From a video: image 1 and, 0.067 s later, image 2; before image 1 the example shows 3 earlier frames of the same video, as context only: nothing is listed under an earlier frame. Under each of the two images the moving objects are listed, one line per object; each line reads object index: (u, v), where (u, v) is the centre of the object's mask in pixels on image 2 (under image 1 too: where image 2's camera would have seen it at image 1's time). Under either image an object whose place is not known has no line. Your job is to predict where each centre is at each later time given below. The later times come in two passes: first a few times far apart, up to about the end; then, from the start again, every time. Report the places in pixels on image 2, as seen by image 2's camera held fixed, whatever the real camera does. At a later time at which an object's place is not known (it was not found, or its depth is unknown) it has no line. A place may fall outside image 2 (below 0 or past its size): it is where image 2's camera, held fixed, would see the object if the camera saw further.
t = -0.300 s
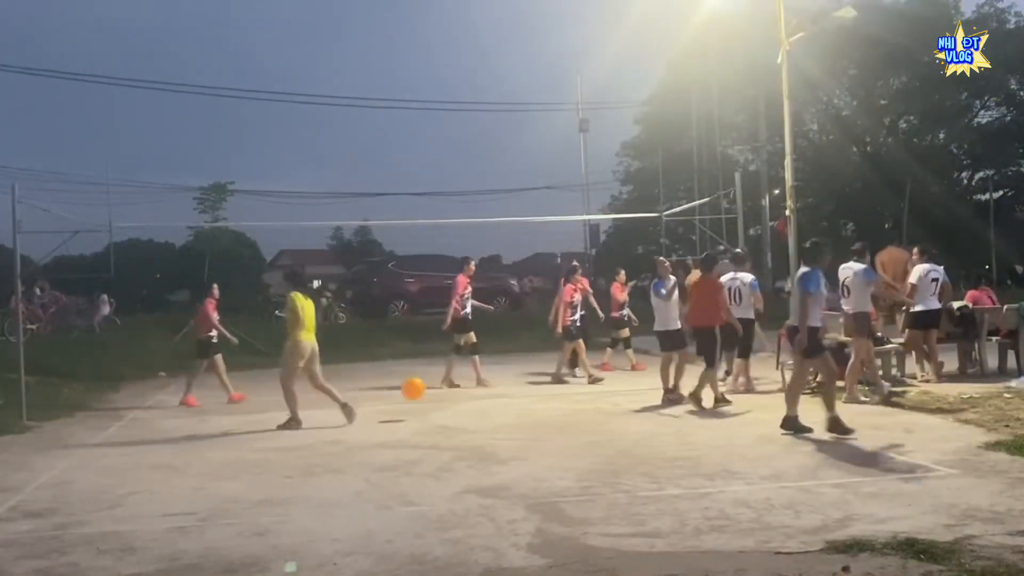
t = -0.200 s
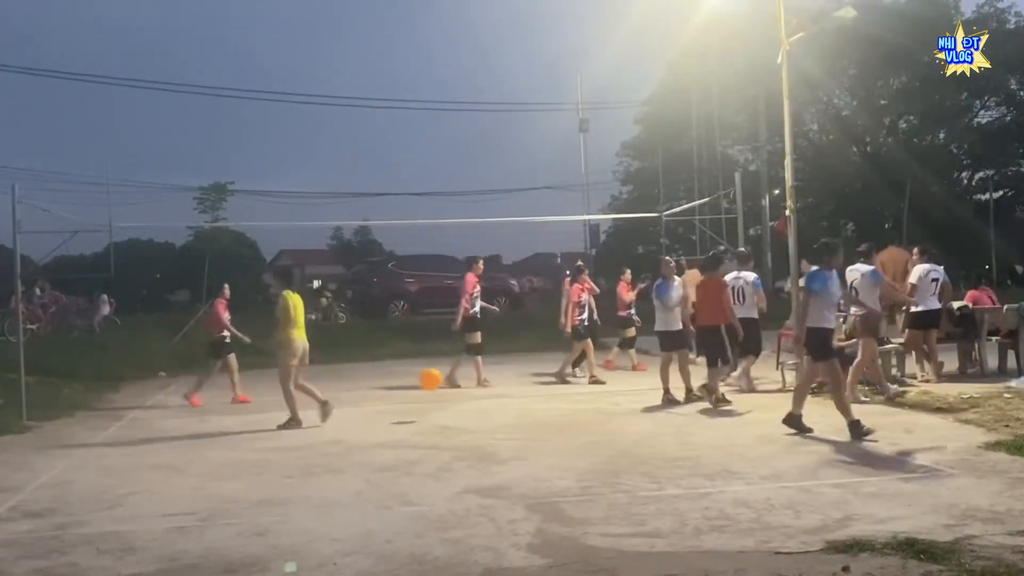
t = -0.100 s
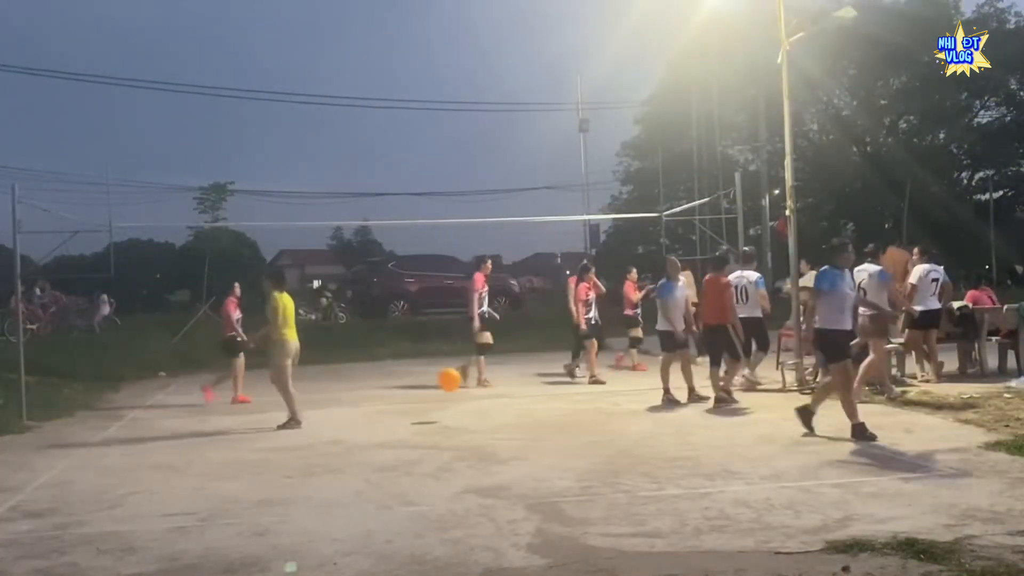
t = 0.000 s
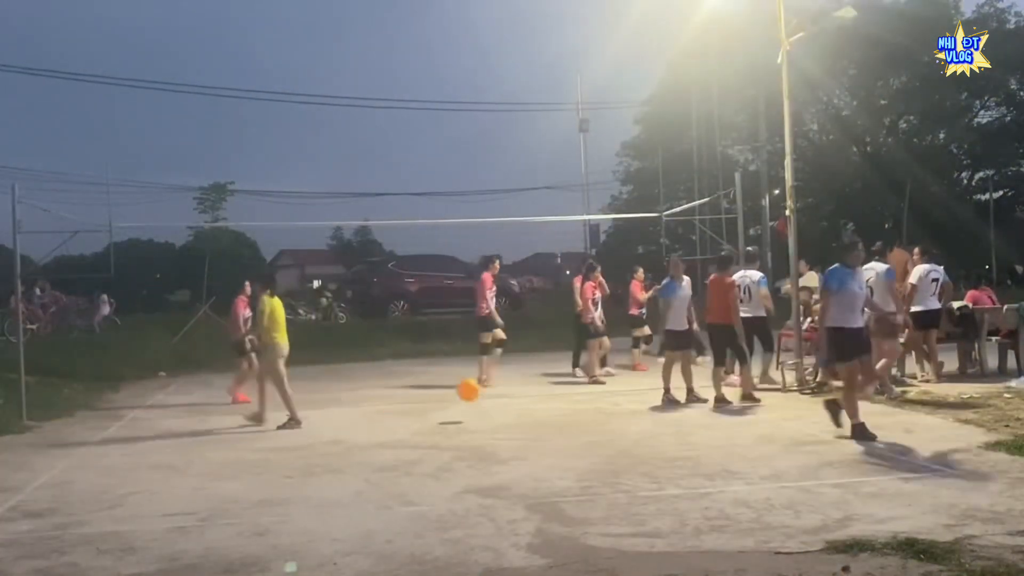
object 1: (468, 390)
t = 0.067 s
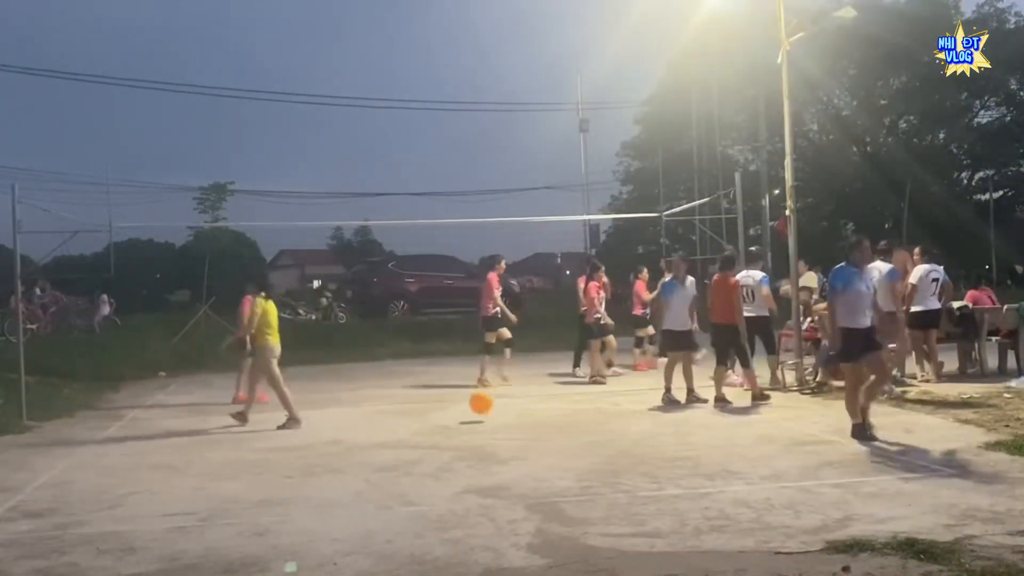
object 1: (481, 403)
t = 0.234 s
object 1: (512, 391)
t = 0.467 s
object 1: (557, 395)
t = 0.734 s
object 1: (611, 395)
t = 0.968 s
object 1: (661, 415)
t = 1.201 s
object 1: (709, 402)
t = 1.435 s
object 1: (761, 407)
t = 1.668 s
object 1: (813, 418)
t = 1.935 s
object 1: (874, 420)
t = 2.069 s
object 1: (903, 411)
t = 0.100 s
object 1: (487, 411)
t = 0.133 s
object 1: (493, 408)
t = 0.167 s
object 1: (499, 401)
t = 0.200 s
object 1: (506, 396)
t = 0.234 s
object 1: (512, 391)
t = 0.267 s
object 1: (518, 388)
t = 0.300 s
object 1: (524, 386)
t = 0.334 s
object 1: (531, 385)
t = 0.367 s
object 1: (538, 386)
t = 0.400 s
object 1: (545, 387)
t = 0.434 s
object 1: (551, 390)
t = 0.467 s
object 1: (557, 395)
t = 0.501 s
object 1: (564, 399)
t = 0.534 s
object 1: (571, 406)
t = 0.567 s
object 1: (577, 414)
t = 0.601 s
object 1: (584, 410)
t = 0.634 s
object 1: (591, 404)
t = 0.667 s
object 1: (597, 400)
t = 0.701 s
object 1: (604, 396)
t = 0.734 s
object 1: (611, 395)
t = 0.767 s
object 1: (618, 394)
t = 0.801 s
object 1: (625, 395)
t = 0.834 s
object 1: (632, 396)
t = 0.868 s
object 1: (639, 399)
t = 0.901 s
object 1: (646, 403)
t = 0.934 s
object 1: (654, 408)
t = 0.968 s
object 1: (661, 415)
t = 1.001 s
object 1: (667, 414)
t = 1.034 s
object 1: (674, 409)
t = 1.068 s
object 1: (682, 404)
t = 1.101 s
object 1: (689, 402)
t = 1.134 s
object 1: (695, 401)
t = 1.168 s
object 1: (704, 401)
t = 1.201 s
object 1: (709, 402)
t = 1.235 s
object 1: (717, 405)
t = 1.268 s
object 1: (724, 407)
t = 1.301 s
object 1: (731, 411)
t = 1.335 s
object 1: (739, 417)
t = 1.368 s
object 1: (746, 414)
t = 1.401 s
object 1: (753, 410)
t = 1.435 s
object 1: (761, 407)
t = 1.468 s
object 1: (768, 405)
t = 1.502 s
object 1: (775, 405)
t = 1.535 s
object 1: (783, 407)
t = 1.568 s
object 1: (790, 408)
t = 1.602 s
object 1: (797, 412)
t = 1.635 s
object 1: (805, 418)
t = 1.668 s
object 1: (813, 418)
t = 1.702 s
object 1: (820, 413)
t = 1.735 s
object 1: (827, 410)
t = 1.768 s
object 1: (835, 408)
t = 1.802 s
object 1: (842, 407)
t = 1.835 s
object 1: (850, 408)
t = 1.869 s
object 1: (858, 411)
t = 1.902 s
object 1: (865, 415)
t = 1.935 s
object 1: (874, 420)
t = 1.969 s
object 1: (881, 419)
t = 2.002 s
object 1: (888, 415)
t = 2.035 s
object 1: (896, 412)
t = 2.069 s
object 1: (903, 411)
